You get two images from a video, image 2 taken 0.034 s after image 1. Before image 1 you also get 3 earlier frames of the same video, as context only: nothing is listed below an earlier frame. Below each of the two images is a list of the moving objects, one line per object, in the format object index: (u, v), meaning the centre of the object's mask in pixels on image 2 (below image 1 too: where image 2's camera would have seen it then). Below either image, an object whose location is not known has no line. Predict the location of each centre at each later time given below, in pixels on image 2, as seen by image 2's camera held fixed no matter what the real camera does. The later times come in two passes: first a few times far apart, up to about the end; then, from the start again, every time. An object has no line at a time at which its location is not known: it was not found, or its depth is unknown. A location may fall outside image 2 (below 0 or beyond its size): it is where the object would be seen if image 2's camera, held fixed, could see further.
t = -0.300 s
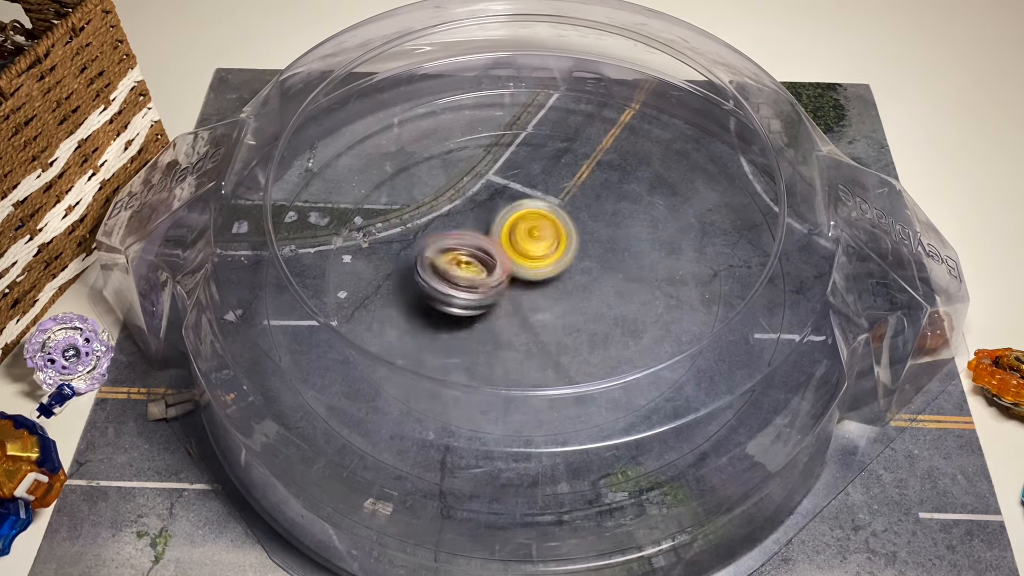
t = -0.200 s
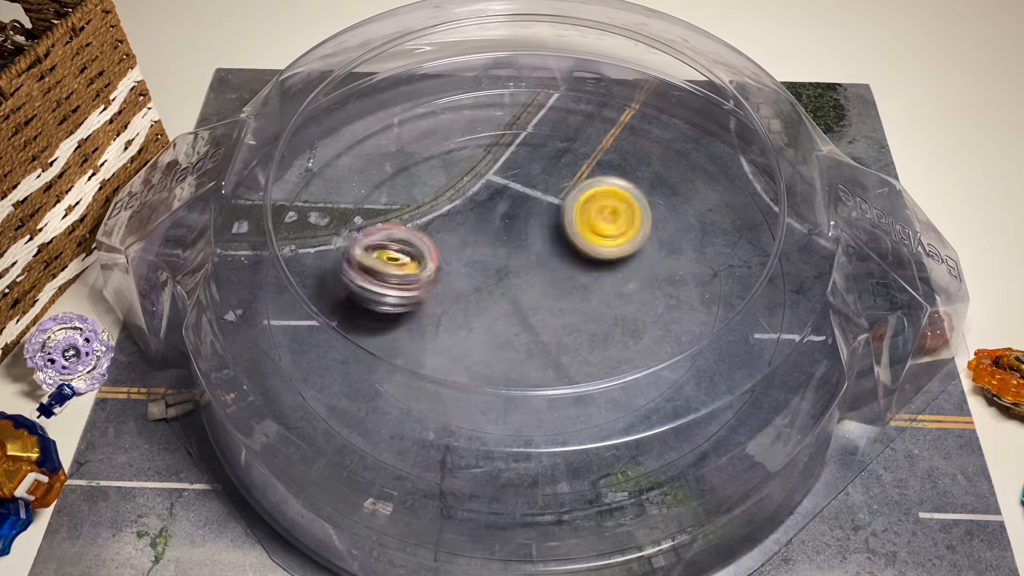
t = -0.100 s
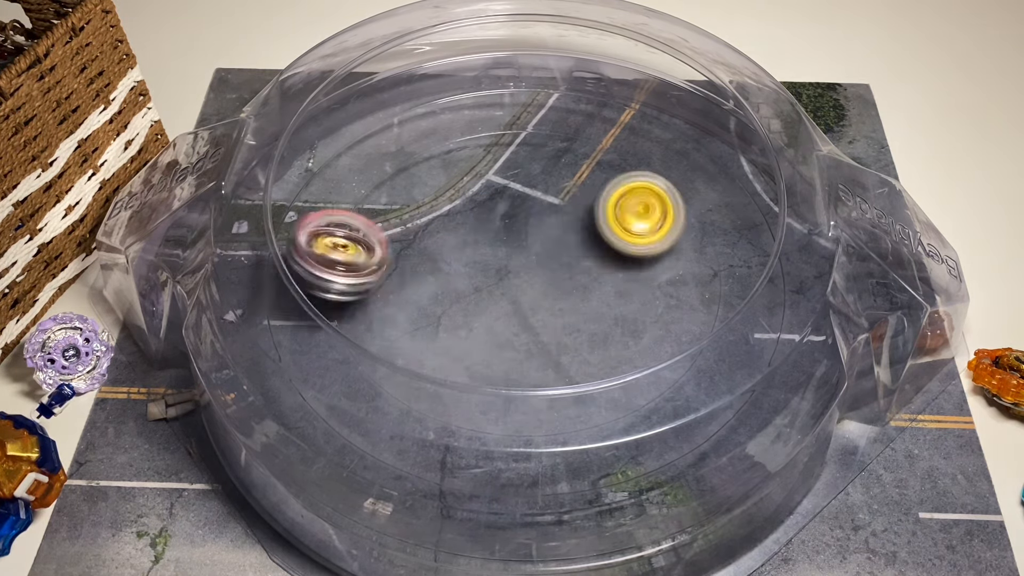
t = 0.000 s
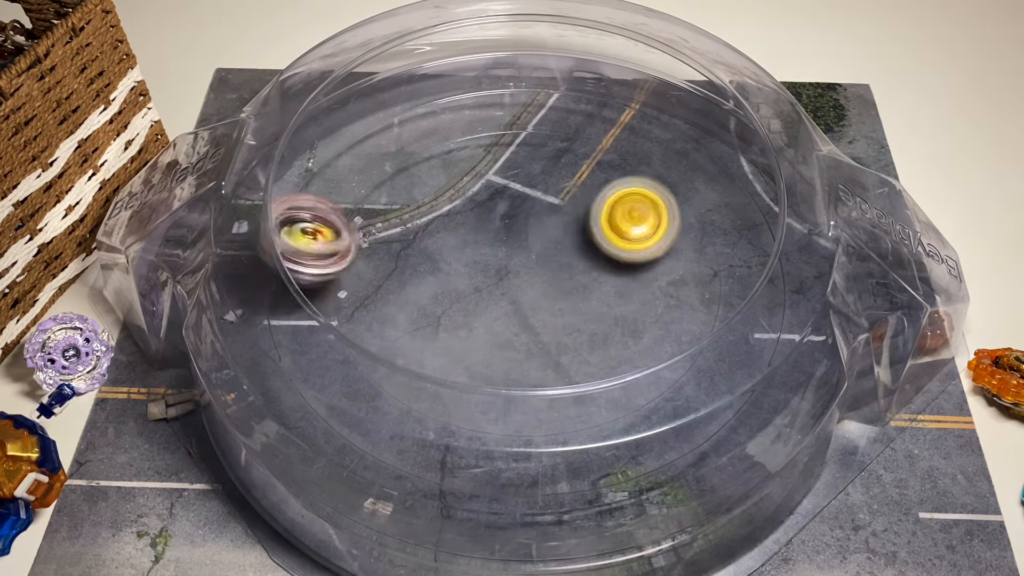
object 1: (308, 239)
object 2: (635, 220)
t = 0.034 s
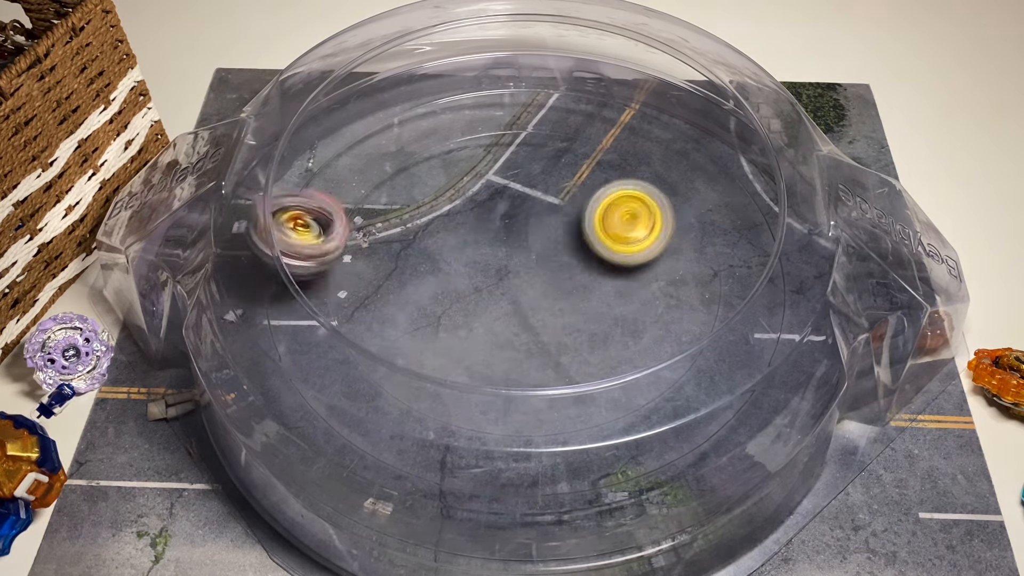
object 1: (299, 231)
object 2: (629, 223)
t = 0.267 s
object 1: (317, 172)
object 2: (544, 264)
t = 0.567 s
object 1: (402, 97)
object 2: (528, 270)
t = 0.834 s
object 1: (523, 77)
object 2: (508, 196)
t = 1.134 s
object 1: (660, 108)
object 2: (463, 329)
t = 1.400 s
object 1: (745, 189)
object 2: (680, 302)
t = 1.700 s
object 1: (799, 298)
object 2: (388, 120)
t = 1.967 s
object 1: (695, 384)
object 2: (256, 327)
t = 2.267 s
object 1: (527, 349)
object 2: (431, 442)
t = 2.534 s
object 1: (479, 240)
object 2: (518, 338)
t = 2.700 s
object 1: (474, 186)
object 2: (531, 255)
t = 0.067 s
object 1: (290, 221)
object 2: (620, 227)
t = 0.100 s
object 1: (286, 212)
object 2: (610, 232)
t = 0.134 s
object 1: (294, 205)
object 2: (599, 238)
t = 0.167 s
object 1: (301, 199)
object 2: (585, 244)
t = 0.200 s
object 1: (309, 191)
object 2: (572, 250)
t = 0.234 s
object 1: (313, 182)
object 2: (558, 258)
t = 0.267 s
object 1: (317, 172)
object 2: (544, 264)
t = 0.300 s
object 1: (320, 160)
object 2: (534, 271)
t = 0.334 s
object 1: (327, 153)
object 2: (524, 276)
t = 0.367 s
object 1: (334, 146)
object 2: (518, 280)
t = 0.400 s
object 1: (345, 141)
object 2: (514, 284)
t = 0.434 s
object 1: (354, 134)
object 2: (512, 284)
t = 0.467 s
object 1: (365, 127)
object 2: (514, 284)
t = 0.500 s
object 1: (377, 116)
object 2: (517, 283)
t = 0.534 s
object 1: (388, 108)
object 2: (522, 278)
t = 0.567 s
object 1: (402, 97)
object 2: (528, 270)
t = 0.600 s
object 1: (416, 92)
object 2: (534, 261)
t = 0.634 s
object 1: (428, 90)
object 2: (539, 250)
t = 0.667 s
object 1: (441, 89)
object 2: (541, 238)
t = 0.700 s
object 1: (455, 88)
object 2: (540, 226)
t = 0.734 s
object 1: (470, 85)
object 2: (537, 215)
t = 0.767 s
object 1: (486, 81)
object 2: (530, 206)
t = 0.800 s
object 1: (504, 79)
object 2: (520, 199)
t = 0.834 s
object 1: (523, 77)
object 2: (508, 196)
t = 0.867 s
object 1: (541, 75)
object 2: (494, 196)
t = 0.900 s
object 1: (557, 76)
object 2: (478, 200)
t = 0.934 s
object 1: (569, 80)
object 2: (462, 209)
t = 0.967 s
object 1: (585, 84)
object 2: (448, 222)
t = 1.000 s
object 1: (602, 86)
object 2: (438, 239)
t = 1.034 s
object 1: (617, 90)
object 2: (433, 261)
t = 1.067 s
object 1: (632, 96)
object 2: (435, 285)
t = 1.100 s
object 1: (645, 102)
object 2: (445, 308)
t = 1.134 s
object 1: (660, 108)
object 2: (463, 329)
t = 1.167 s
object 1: (674, 116)
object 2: (486, 345)
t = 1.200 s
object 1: (687, 124)
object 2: (514, 358)
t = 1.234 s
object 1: (699, 133)
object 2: (547, 365)
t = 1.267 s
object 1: (710, 142)
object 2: (580, 364)
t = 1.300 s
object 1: (720, 153)
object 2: (613, 357)
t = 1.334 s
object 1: (728, 164)
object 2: (640, 342)
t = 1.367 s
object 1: (740, 176)
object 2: (663, 323)
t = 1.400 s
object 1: (745, 189)
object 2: (680, 302)
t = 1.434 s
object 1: (750, 200)
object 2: (691, 277)
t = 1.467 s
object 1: (759, 213)
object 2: (688, 250)
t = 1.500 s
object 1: (772, 216)
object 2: (659, 228)
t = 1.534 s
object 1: (784, 226)
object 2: (624, 206)
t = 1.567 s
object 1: (789, 242)
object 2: (583, 184)
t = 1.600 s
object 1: (794, 254)
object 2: (535, 161)
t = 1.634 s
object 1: (797, 267)
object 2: (490, 142)
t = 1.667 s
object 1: (798, 285)
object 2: (437, 127)
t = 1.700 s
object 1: (799, 298)
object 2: (388, 120)
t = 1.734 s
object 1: (796, 313)
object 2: (343, 120)
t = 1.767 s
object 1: (790, 331)
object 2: (311, 134)
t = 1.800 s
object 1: (779, 340)
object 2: (288, 159)
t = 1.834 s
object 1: (765, 351)
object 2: (277, 192)
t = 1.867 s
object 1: (750, 362)
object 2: (261, 225)
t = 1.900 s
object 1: (732, 372)
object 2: (256, 260)
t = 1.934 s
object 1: (715, 380)
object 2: (254, 295)
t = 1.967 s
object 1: (695, 384)
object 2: (256, 327)
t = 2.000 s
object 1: (678, 381)
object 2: (265, 357)
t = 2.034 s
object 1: (658, 384)
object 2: (275, 381)
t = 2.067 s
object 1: (638, 383)
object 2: (289, 407)
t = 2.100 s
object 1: (614, 383)
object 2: (309, 421)
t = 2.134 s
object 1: (592, 384)
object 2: (337, 430)
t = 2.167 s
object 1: (572, 380)
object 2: (363, 440)
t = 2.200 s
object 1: (555, 377)
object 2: (386, 444)
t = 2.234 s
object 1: (539, 363)
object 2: (409, 446)
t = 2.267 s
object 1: (527, 349)
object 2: (431, 442)
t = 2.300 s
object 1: (517, 342)
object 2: (449, 434)
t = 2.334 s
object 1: (506, 328)
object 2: (466, 423)
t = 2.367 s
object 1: (499, 312)
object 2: (482, 414)
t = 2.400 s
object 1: (493, 298)
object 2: (492, 403)
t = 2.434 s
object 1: (488, 283)
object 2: (503, 390)
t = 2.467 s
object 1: (484, 266)
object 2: (508, 373)
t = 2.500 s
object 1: (481, 252)
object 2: (511, 356)
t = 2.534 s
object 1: (479, 240)
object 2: (518, 338)
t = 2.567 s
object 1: (476, 227)
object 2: (522, 319)
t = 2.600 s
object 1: (474, 215)
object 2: (525, 300)
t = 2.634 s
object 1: (474, 205)
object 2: (528, 283)
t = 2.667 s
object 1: (474, 196)
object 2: (531, 268)
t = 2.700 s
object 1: (474, 186)
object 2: (531, 255)
